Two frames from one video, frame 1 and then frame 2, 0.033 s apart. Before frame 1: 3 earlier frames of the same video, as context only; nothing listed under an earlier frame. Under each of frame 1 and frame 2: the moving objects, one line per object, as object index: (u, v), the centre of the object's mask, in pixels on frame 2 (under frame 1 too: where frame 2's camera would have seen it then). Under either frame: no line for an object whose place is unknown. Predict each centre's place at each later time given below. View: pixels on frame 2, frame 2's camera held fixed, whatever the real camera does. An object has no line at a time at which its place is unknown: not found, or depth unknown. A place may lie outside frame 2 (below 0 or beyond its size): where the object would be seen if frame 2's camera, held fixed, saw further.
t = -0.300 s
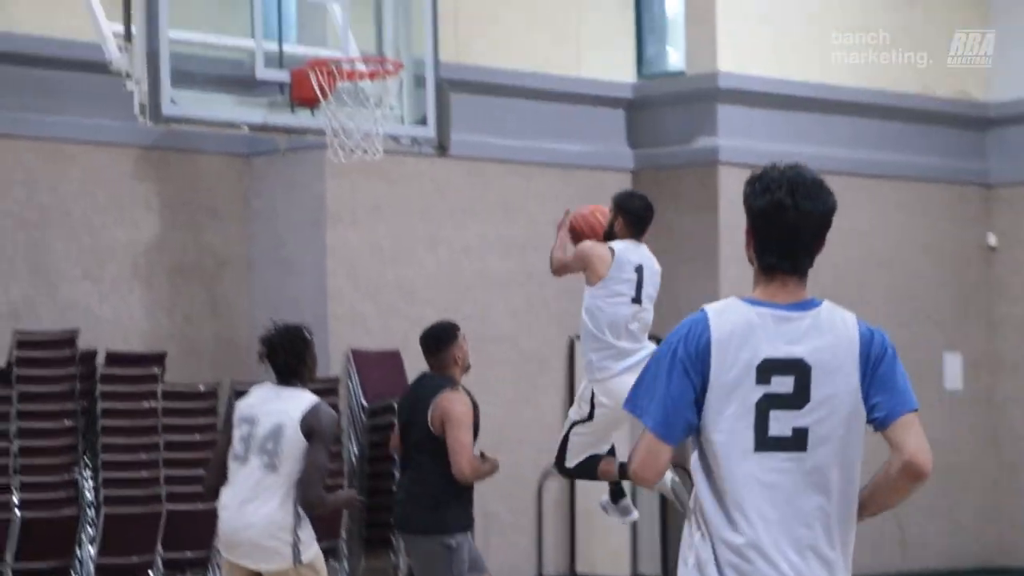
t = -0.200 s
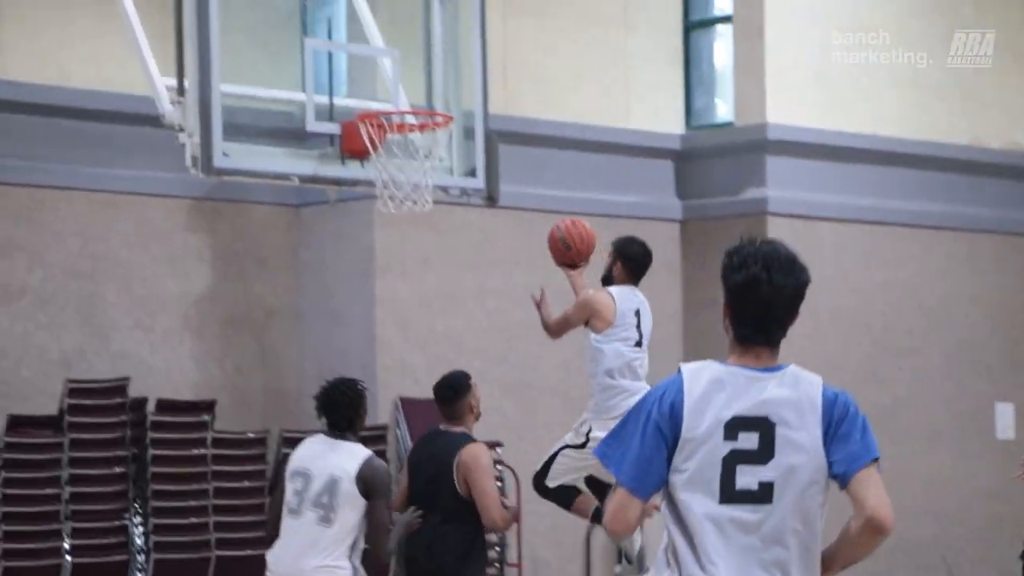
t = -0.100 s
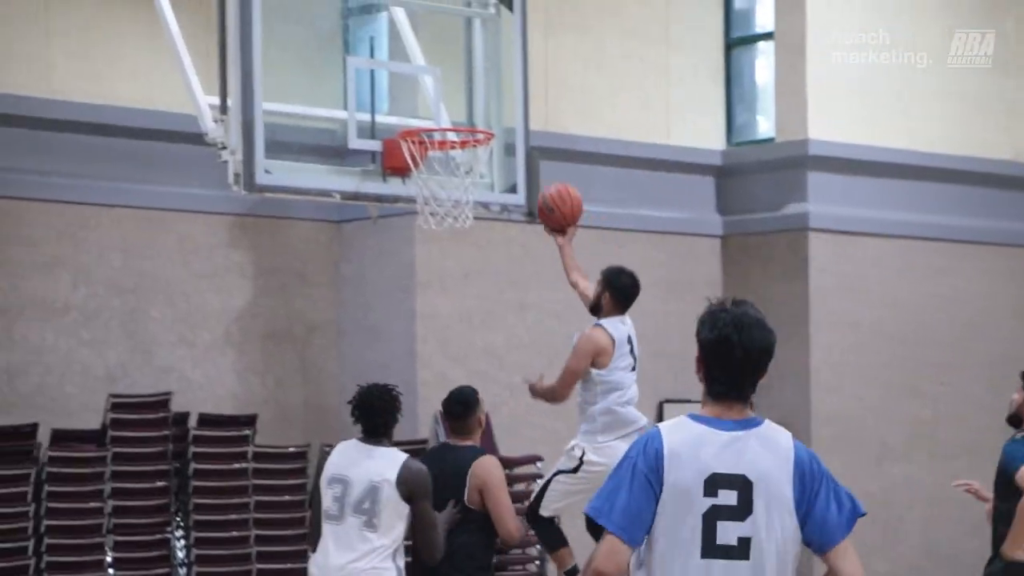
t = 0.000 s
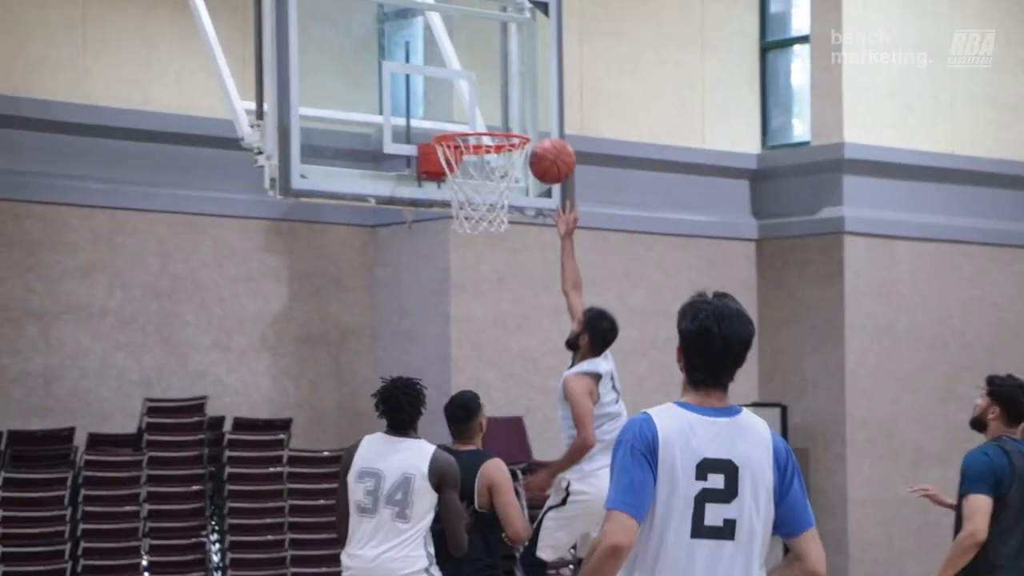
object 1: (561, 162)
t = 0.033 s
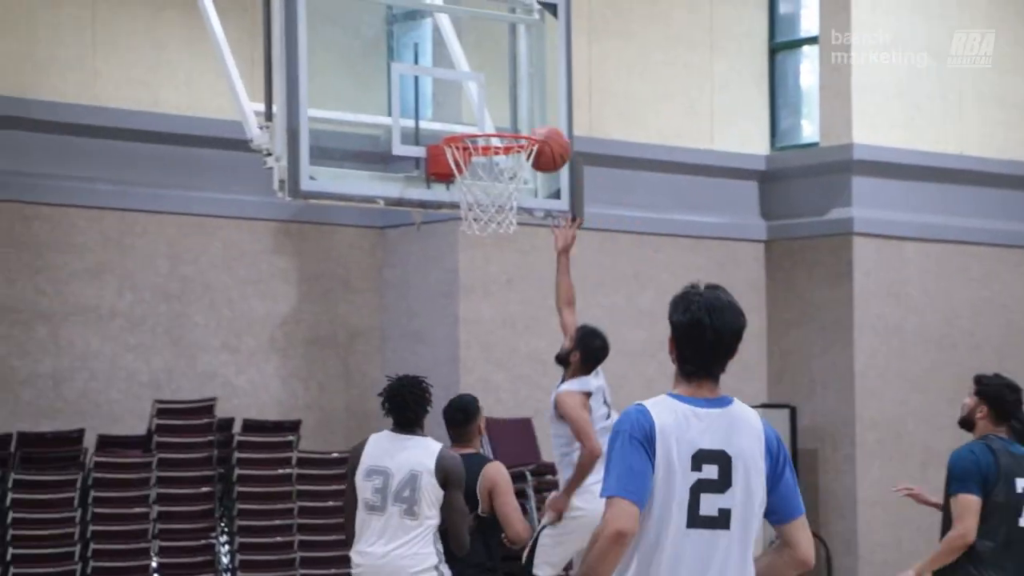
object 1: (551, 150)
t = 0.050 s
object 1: (545, 143)
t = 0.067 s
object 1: (539, 135)
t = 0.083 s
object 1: (531, 128)
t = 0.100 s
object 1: (524, 123)
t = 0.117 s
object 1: (518, 121)
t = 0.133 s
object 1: (513, 120)
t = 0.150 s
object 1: (507, 119)
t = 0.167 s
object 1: (502, 118)
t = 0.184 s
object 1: (497, 118)
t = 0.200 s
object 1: (492, 117)
